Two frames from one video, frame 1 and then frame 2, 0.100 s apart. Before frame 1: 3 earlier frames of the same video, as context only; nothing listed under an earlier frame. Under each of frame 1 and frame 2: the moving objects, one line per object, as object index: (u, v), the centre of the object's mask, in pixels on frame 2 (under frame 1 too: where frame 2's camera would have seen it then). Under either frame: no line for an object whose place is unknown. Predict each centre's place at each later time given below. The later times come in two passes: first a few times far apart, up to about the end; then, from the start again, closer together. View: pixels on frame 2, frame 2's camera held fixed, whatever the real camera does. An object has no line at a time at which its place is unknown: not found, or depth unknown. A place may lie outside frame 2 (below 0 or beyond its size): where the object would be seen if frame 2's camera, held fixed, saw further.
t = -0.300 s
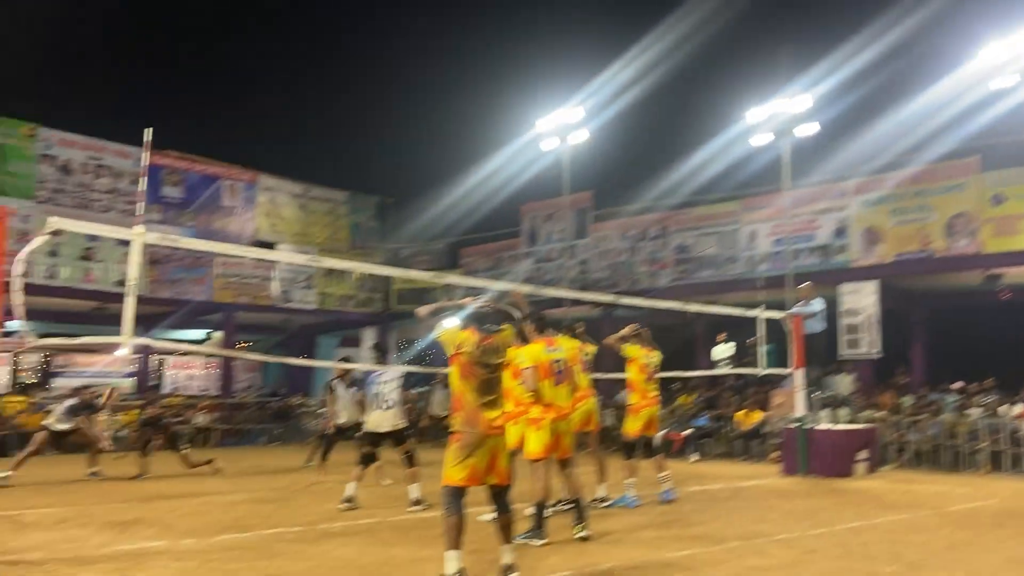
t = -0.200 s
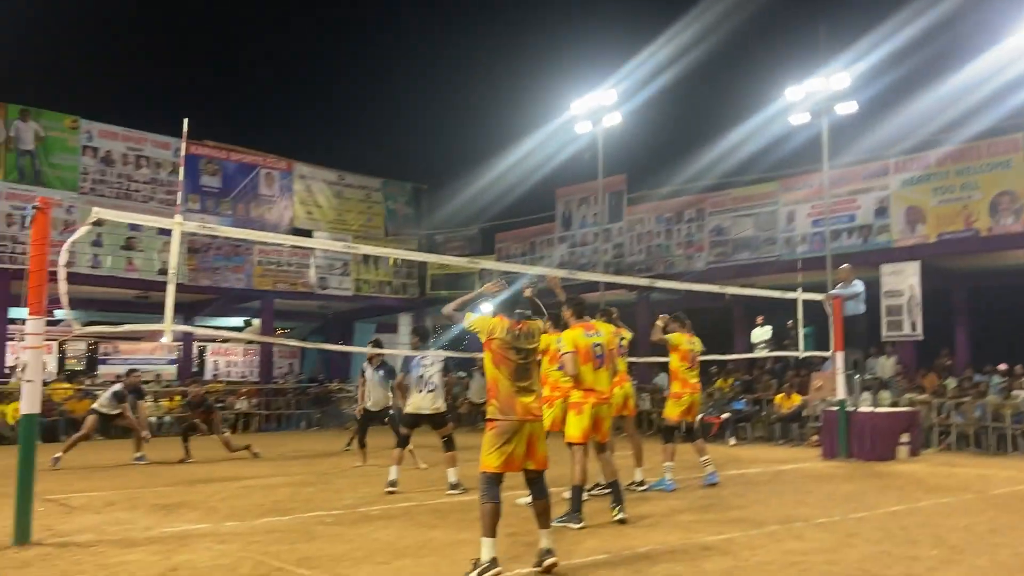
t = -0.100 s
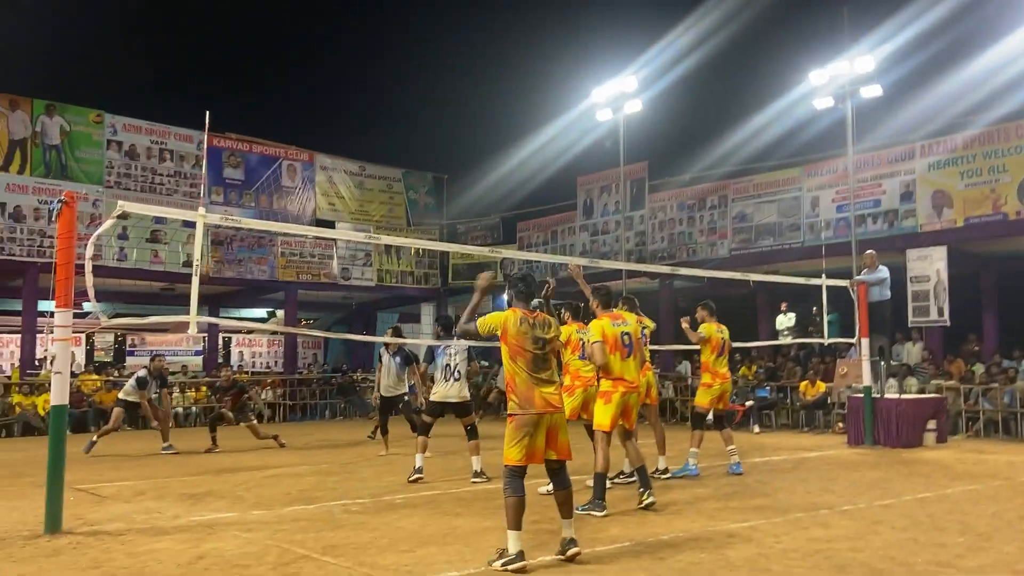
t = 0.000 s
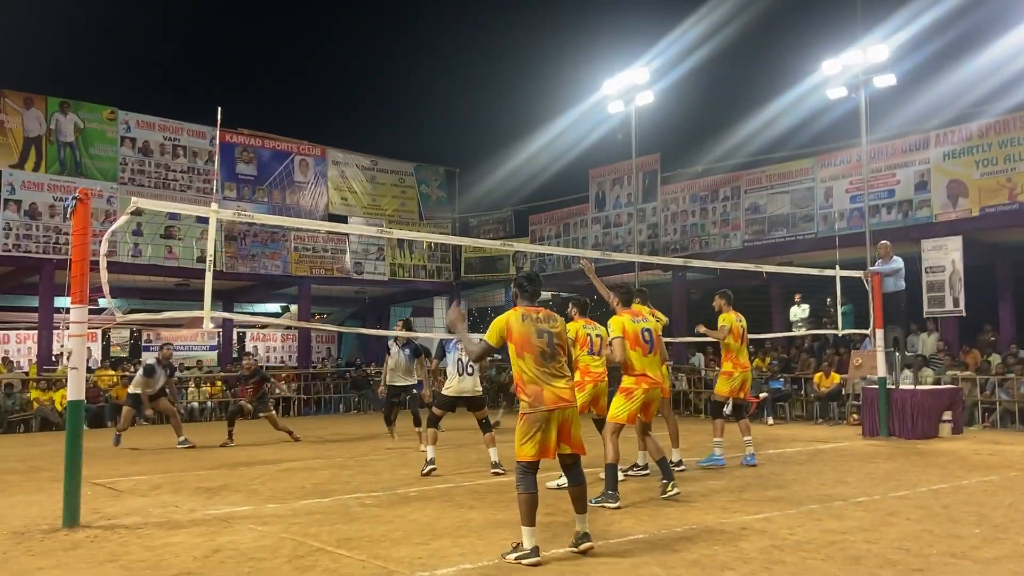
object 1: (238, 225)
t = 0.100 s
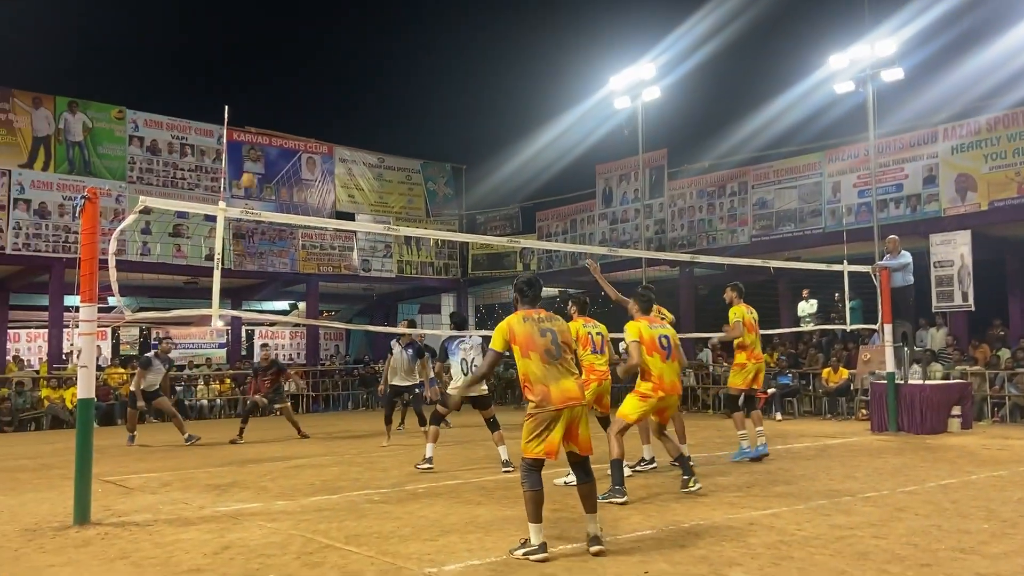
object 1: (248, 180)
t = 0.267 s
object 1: (267, 131)
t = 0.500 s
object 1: (292, 97)
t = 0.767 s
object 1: (322, 104)
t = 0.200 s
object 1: (258, 151)
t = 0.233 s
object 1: (263, 139)
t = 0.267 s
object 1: (267, 131)
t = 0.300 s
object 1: (271, 125)
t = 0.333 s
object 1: (274, 118)
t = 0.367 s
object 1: (278, 112)
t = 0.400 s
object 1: (281, 107)
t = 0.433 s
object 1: (285, 103)
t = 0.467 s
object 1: (289, 100)
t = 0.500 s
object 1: (292, 97)
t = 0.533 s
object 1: (296, 95)
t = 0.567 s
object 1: (300, 94)
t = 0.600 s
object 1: (303, 93)
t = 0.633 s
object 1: (307, 94)
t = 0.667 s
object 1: (310, 95)
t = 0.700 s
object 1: (314, 97)
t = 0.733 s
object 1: (318, 100)
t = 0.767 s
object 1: (322, 104)
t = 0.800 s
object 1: (325, 109)
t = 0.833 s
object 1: (330, 115)
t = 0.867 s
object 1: (333, 121)
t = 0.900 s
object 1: (338, 129)
